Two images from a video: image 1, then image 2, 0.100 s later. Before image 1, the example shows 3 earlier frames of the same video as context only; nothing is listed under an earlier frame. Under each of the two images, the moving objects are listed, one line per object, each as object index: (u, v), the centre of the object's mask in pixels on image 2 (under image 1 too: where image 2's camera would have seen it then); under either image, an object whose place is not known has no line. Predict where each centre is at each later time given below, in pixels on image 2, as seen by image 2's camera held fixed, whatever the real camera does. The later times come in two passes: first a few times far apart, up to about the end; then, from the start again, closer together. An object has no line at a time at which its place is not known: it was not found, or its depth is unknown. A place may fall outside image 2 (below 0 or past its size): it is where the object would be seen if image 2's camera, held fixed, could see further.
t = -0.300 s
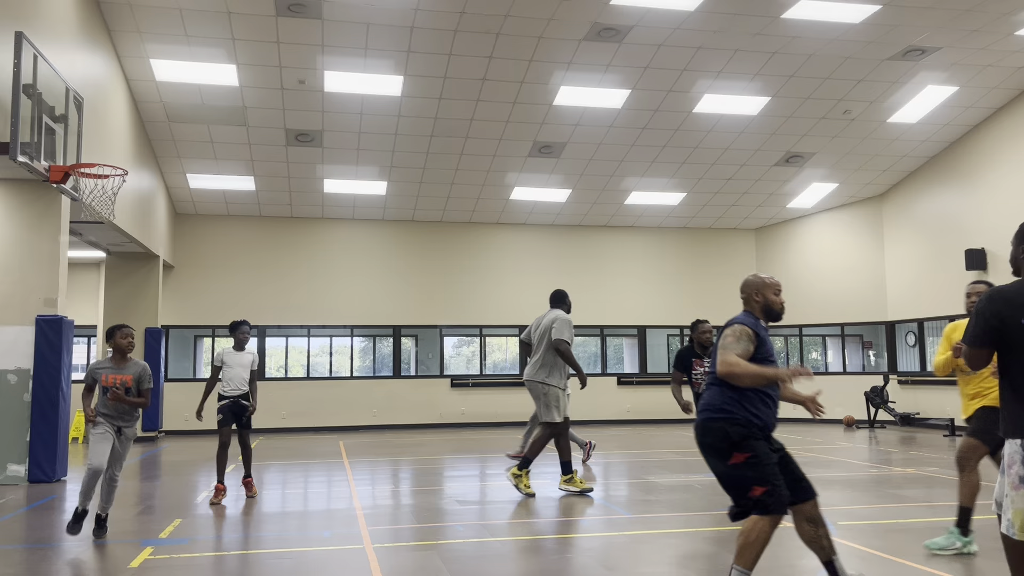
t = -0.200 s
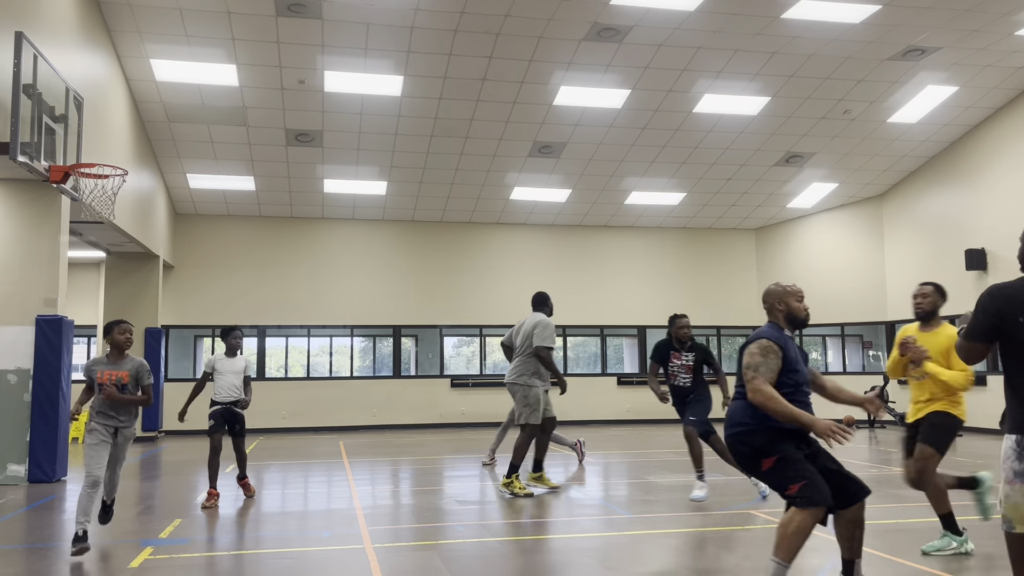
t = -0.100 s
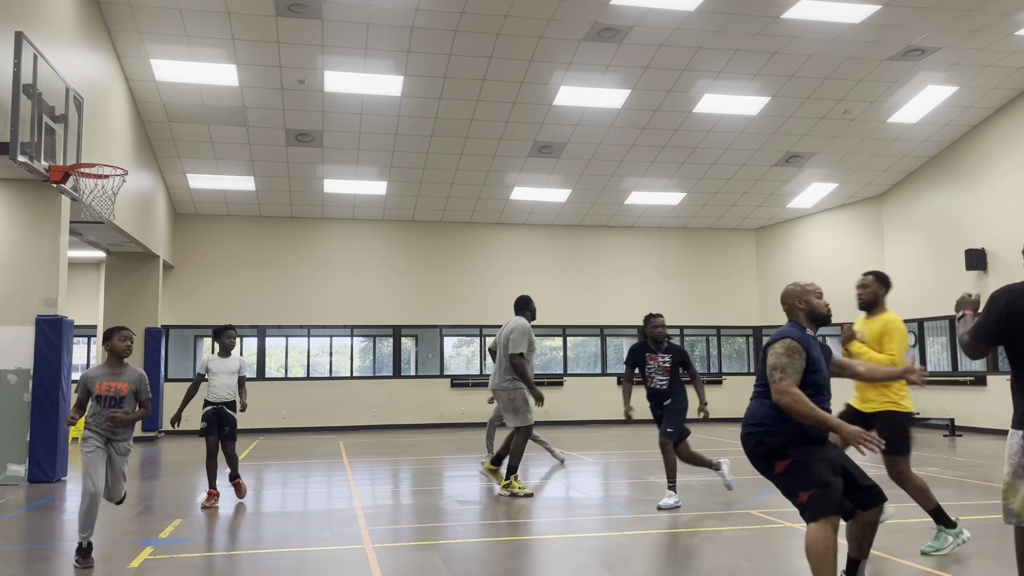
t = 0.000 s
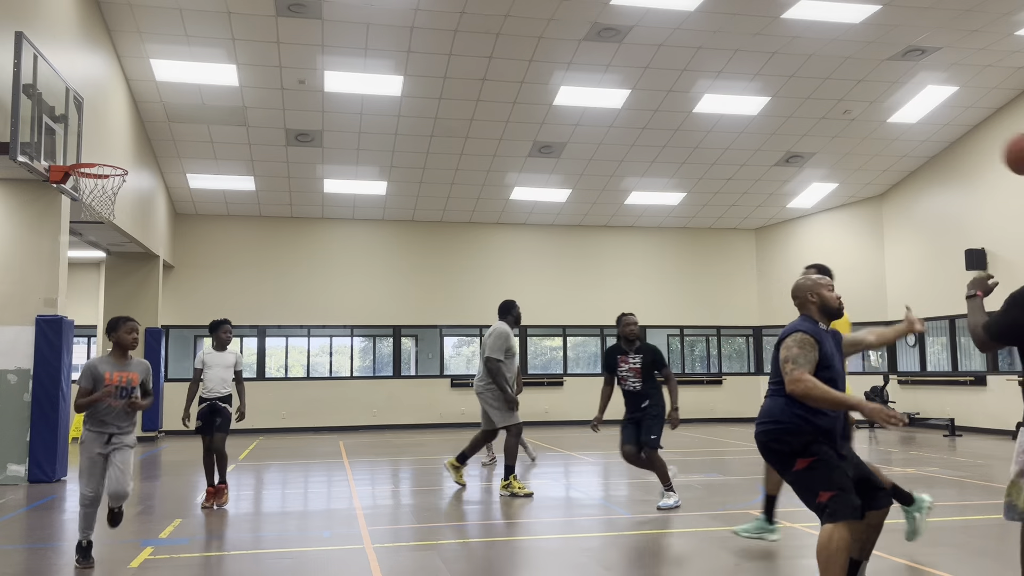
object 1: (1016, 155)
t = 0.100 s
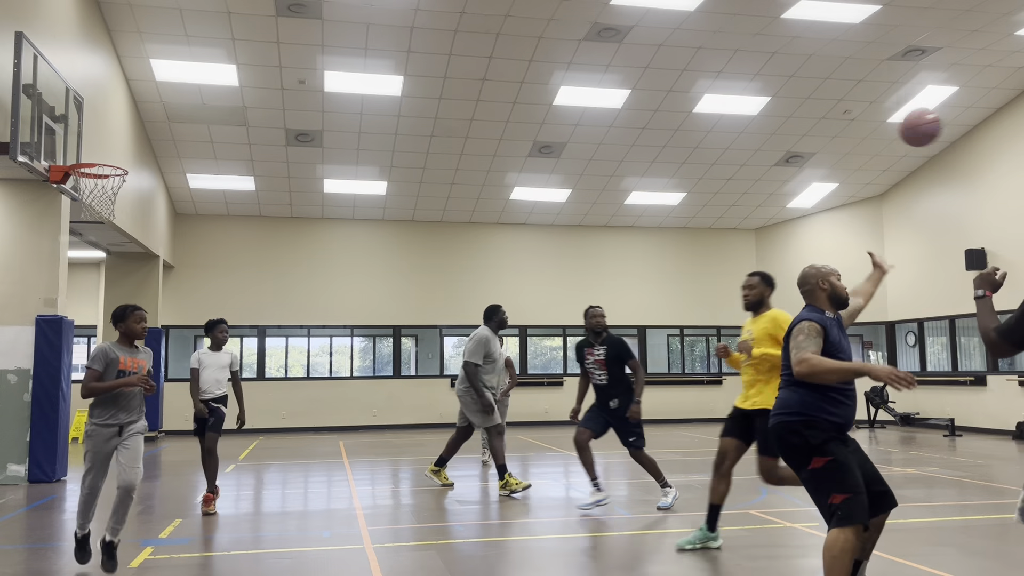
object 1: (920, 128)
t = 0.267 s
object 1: (802, 124)
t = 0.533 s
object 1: (693, 173)
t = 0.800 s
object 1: (630, 256)
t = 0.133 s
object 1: (890, 124)
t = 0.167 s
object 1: (865, 121)
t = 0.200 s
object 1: (842, 121)
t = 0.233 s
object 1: (821, 122)
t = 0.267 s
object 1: (802, 124)
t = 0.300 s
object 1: (784, 128)
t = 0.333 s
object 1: (768, 132)
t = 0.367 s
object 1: (753, 138)
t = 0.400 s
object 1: (739, 143)
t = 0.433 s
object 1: (726, 150)
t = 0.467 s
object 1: (714, 157)
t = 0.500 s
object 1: (703, 165)
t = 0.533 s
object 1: (693, 173)
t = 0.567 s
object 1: (683, 181)
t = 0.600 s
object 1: (674, 191)
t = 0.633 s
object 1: (665, 202)
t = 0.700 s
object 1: (650, 222)
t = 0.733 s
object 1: (643, 233)
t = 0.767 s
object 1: (636, 244)
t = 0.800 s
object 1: (630, 256)
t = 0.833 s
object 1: (624, 267)
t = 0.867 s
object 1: (618, 279)
